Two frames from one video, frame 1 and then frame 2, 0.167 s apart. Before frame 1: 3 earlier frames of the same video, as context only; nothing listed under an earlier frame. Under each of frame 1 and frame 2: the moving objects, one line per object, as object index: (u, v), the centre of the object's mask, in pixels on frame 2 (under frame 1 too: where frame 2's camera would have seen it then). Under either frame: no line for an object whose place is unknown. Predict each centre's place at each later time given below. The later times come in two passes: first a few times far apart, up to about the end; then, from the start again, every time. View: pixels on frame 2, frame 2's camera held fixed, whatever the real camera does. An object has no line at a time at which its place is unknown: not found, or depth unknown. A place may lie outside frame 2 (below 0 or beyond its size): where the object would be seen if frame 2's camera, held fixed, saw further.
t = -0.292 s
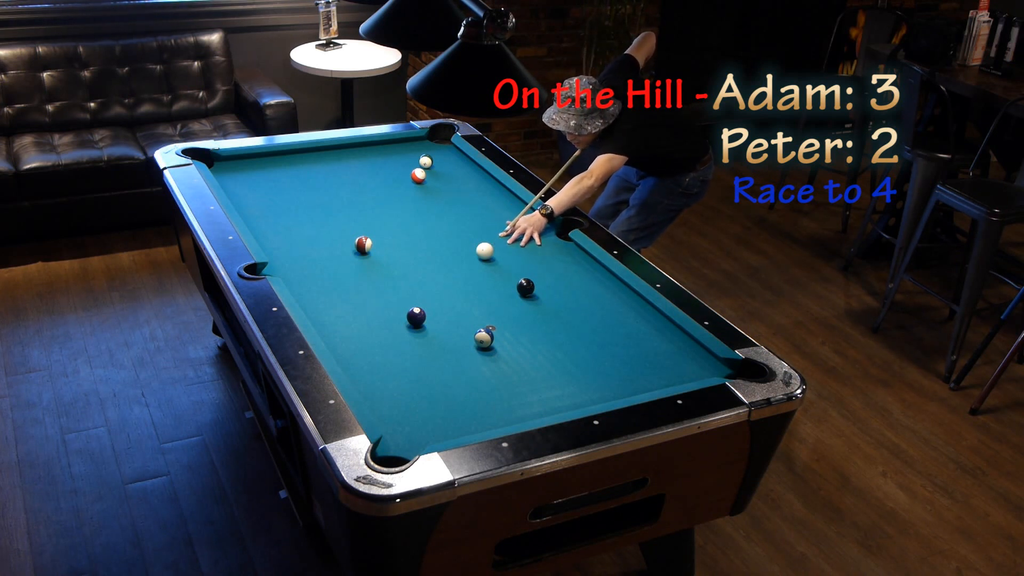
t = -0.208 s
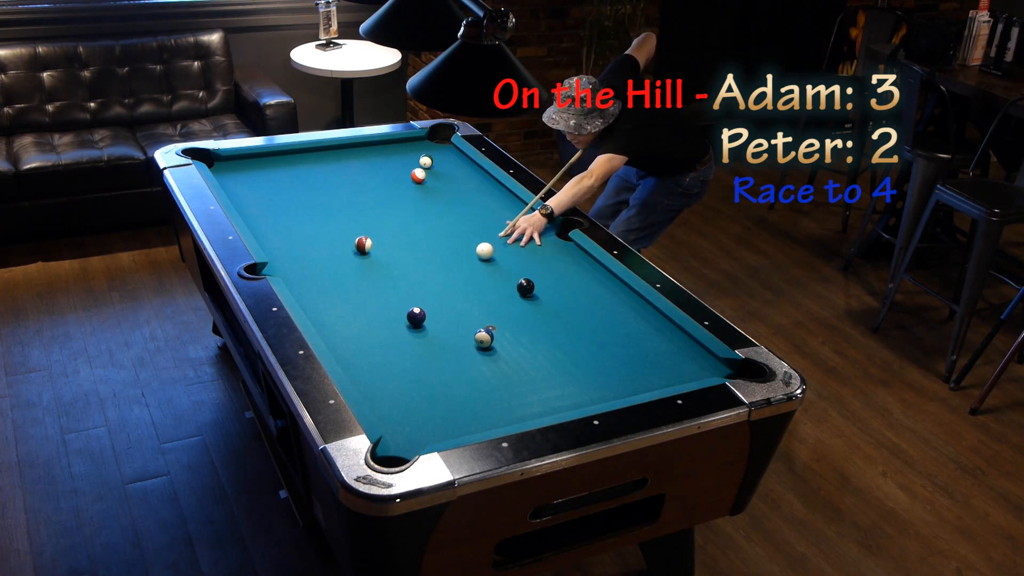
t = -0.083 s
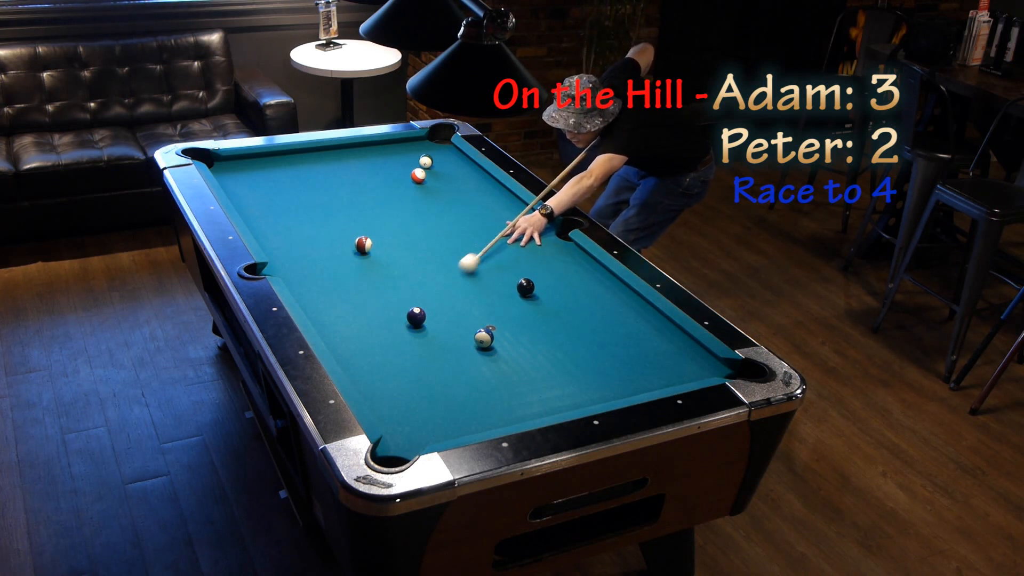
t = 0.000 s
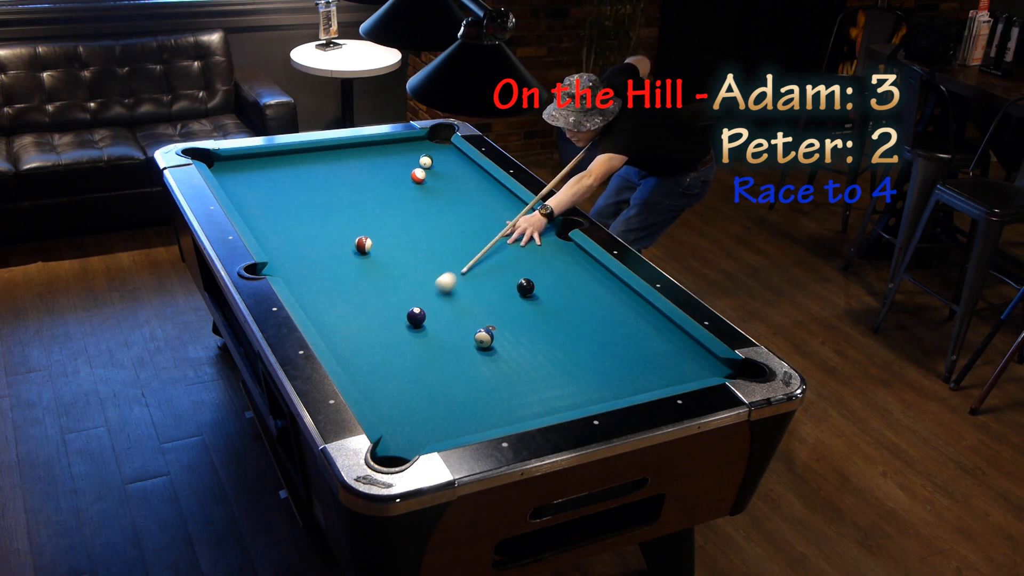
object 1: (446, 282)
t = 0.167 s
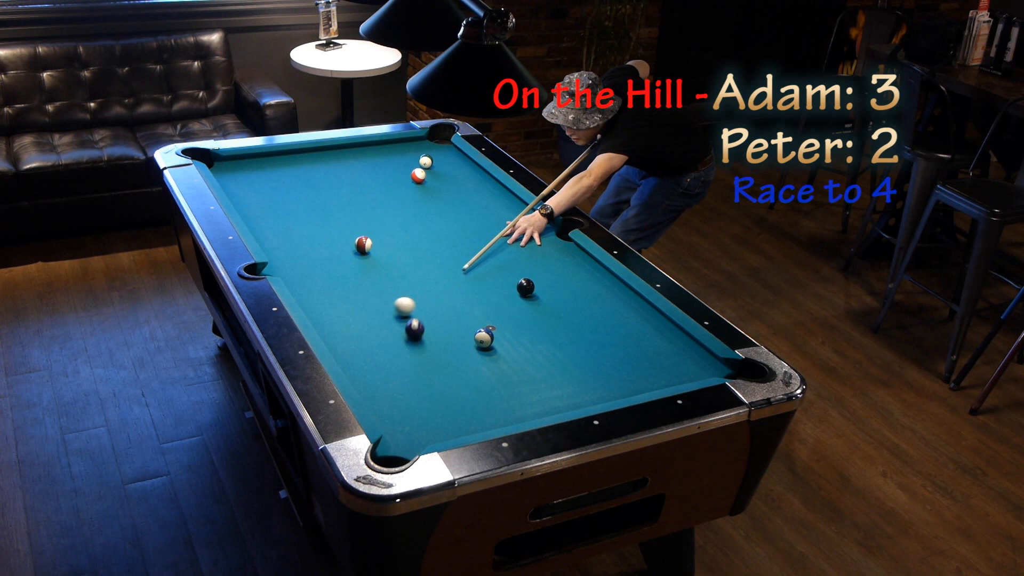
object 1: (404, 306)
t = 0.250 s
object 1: (389, 307)
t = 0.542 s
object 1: (335, 308)
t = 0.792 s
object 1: (315, 304)
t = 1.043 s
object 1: (327, 292)
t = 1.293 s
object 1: (338, 283)
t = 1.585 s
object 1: (350, 272)
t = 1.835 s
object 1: (359, 265)
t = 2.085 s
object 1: (367, 258)
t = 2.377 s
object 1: (374, 251)
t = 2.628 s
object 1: (381, 247)
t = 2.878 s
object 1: (386, 243)
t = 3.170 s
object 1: (390, 239)
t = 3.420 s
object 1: (393, 237)
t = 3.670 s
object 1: (396, 235)
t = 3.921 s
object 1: (397, 234)
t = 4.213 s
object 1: (397, 234)
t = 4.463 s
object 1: (397, 234)
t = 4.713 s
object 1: (397, 234)
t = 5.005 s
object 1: (397, 234)
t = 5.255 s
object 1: (397, 234)
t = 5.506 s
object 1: (397, 234)
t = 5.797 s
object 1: (397, 234)
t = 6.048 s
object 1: (397, 234)
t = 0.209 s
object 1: (397, 306)
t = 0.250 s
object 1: (389, 307)
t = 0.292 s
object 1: (381, 307)
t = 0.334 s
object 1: (373, 307)
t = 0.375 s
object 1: (365, 307)
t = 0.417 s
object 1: (358, 308)
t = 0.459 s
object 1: (350, 308)
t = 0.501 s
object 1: (342, 308)
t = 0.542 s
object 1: (335, 308)
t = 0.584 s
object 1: (327, 309)
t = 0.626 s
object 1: (319, 308)
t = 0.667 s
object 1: (312, 309)
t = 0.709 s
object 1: (311, 308)
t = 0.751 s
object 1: (312, 306)
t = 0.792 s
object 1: (315, 304)
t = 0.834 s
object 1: (317, 302)
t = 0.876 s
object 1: (319, 300)
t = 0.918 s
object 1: (321, 298)
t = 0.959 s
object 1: (323, 296)
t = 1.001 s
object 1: (325, 294)
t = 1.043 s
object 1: (327, 292)
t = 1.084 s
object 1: (329, 291)
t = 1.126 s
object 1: (331, 289)
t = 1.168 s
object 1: (333, 287)
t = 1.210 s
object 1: (335, 286)
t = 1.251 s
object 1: (337, 284)
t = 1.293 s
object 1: (338, 283)
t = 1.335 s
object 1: (340, 281)
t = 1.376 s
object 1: (342, 279)
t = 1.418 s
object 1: (343, 278)
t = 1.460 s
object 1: (345, 276)
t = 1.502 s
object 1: (347, 275)
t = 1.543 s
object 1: (348, 274)
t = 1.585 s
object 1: (350, 272)
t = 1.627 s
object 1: (351, 271)
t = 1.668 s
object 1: (353, 270)
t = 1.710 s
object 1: (354, 268)
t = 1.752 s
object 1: (356, 267)
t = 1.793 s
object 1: (357, 266)
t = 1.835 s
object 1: (359, 265)
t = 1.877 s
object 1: (360, 264)
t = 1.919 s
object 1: (362, 262)
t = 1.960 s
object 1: (363, 261)
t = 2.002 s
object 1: (364, 260)
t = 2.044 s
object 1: (365, 259)
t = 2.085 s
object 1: (367, 258)
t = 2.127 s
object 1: (368, 257)
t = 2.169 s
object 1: (369, 256)
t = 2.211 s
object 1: (370, 255)
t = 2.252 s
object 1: (371, 254)
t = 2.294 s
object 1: (372, 253)
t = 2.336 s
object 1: (373, 252)
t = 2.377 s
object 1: (374, 251)
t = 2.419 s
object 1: (375, 250)
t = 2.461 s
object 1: (376, 250)
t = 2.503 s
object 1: (377, 249)
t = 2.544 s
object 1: (379, 248)
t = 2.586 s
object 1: (380, 247)
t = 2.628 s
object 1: (381, 247)
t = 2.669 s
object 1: (381, 246)
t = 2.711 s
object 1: (382, 245)
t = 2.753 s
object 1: (383, 245)
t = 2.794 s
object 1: (384, 244)
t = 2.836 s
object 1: (385, 243)
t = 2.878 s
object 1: (386, 243)
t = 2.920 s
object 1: (386, 242)
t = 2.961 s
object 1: (387, 241)
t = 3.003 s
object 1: (388, 241)
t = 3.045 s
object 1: (388, 240)
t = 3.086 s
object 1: (389, 240)
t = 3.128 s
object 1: (389, 239)
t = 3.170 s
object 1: (390, 239)
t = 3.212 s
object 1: (391, 239)
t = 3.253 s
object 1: (391, 238)
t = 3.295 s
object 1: (392, 238)
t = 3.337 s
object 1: (392, 238)
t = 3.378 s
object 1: (393, 237)
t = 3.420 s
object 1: (393, 237)
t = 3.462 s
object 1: (394, 237)
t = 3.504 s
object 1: (395, 236)
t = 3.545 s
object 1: (395, 236)
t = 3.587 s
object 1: (395, 236)
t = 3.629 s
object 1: (396, 235)
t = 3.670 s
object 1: (396, 235)
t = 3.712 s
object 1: (396, 235)
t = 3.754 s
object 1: (396, 235)
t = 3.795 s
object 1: (397, 235)
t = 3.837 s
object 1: (397, 235)
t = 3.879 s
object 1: (397, 235)
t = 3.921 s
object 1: (397, 234)
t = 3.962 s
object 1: (397, 234)
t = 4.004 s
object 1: (397, 234)
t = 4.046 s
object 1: (397, 234)
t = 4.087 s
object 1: (397, 234)
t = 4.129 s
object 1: (397, 234)
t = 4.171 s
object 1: (397, 234)
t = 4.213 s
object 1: (397, 234)
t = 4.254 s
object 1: (397, 234)
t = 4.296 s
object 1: (397, 234)
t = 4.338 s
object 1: (397, 234)
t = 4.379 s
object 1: (397, 234)
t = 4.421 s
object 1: (397, 234)
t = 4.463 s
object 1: (397, 234)
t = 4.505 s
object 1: (397, 234)
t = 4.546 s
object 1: (397, 234)
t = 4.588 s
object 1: (397, 234)
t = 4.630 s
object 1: (397, 234)
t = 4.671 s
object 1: (397, 234)
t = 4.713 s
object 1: (397, 234)
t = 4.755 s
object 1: (397, 234)
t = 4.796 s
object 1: (397, 234)
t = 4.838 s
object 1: (397, 234)
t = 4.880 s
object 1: (397, 234)
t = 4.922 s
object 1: (397, 234)
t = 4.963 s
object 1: (397, 234)
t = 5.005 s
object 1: (397, 234)
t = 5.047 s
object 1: (397, 234)
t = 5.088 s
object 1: (397, 234)
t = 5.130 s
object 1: (397, 234)
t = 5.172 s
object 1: (397, 234)
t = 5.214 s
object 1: (397, 234)
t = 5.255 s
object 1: (397, 234)
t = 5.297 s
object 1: (397, 234)
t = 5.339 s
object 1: (397, 234)
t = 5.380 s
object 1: (397, 234)
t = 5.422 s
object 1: (397, 234)
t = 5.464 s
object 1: (397, 234)
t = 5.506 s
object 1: (397, 234)
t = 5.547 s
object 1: (397, 234)
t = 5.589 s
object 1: (397, 234)
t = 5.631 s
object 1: (397, 234)
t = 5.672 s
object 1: (397, 234)
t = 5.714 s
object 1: (397, 234)
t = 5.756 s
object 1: (397, 234)
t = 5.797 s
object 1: (397, 234)
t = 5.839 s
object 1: (397, 234)
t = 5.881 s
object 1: (397, 234)
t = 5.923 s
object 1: (397, 234)
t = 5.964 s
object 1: (397, 234)
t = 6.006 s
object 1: (397, 234)
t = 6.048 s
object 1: (397, 234)
